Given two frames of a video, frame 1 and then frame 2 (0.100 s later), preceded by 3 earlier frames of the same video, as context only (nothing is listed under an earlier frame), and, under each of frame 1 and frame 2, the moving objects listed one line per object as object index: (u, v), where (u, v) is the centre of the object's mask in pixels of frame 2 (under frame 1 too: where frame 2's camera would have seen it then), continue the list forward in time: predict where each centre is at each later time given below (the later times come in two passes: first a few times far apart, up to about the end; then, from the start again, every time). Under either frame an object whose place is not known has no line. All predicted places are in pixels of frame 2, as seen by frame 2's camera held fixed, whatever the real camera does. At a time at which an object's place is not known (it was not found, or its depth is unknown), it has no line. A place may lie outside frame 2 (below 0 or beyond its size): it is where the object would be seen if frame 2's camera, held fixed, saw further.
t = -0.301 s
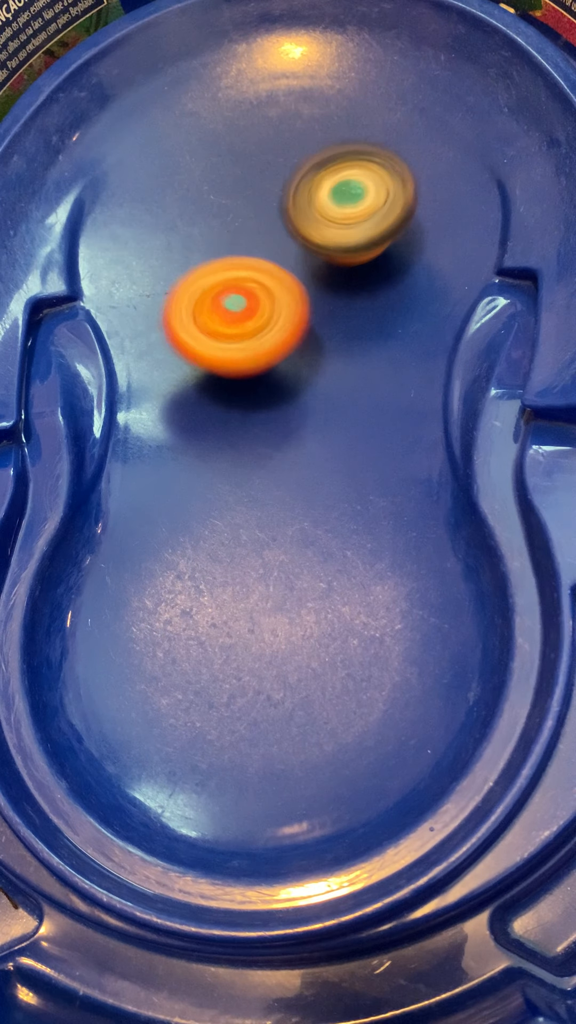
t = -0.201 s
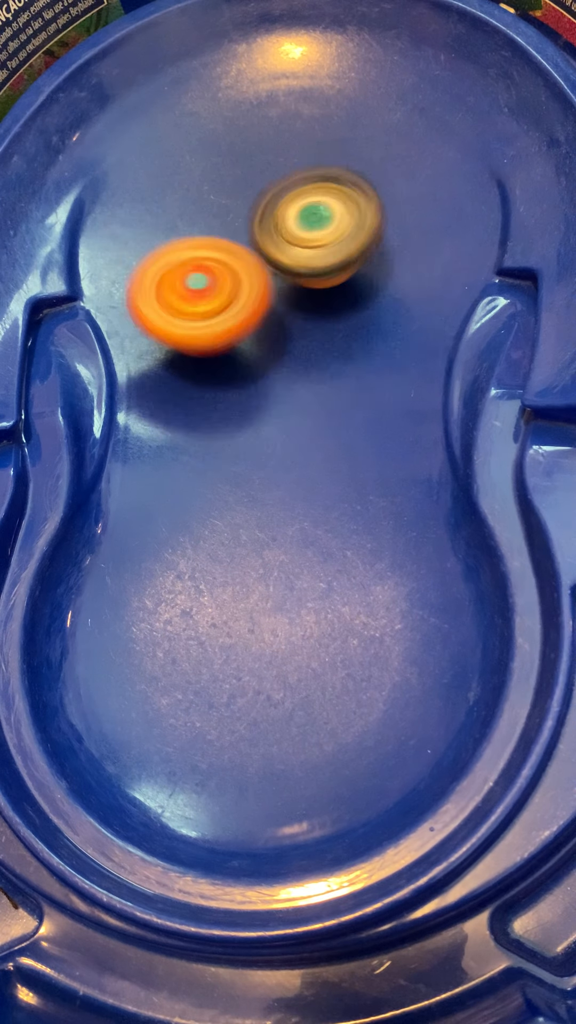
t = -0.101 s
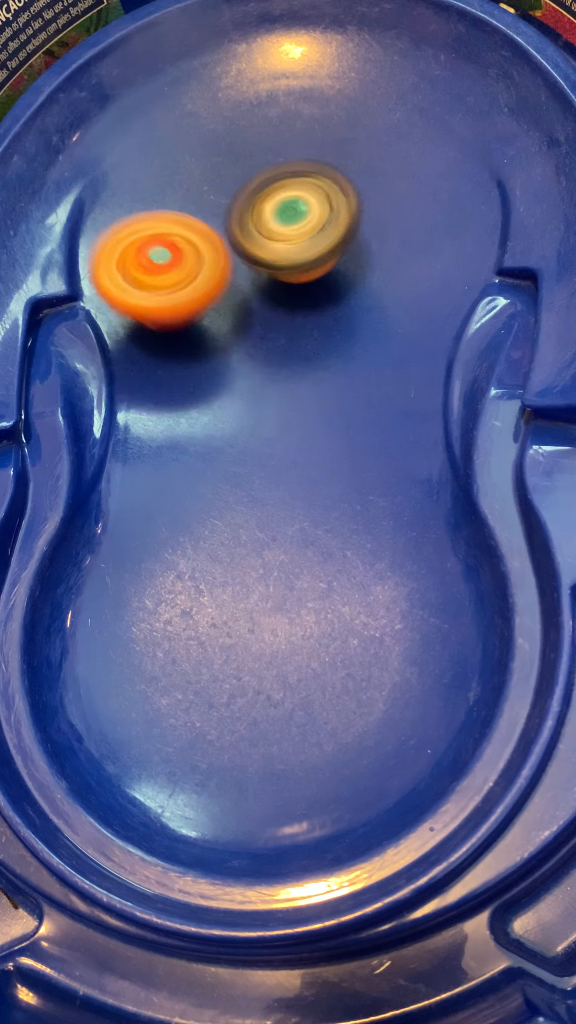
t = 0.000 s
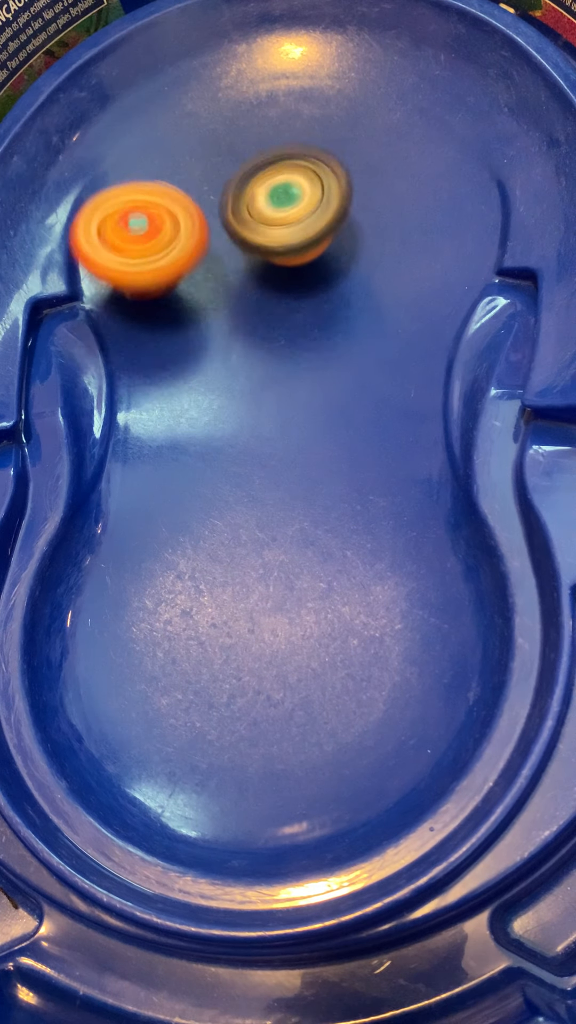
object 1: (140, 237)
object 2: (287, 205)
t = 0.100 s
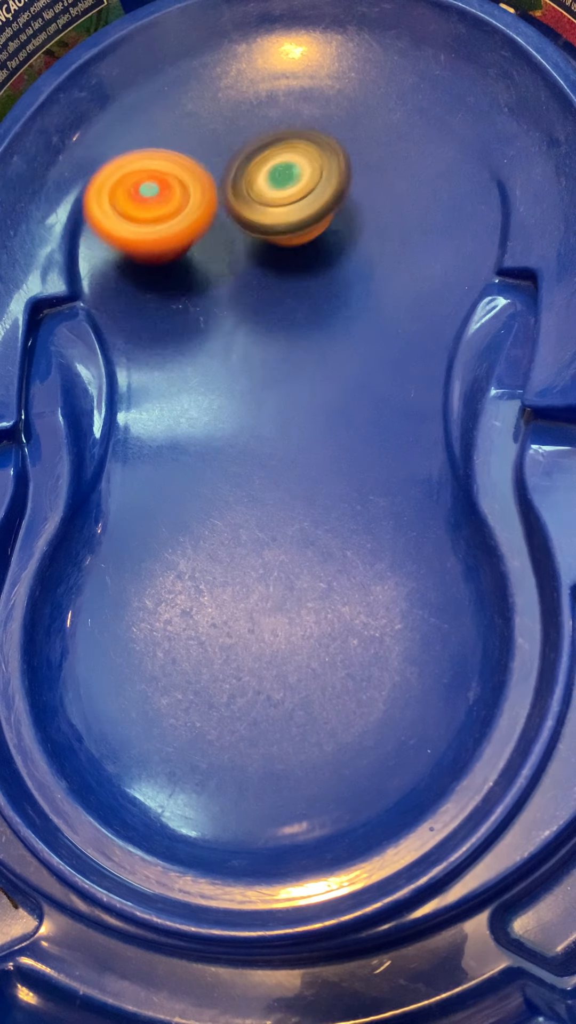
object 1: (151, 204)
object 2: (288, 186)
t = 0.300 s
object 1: (184, 171)
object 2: (354, 141)
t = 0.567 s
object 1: (270, 209)
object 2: (391, 146)
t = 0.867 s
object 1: (242, 326)
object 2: (428, 152)
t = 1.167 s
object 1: (309, 350)
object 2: (244, 200)
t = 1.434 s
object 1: (302, 321)
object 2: (123, 158)
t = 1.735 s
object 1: (317, 192)
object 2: (128, 160)
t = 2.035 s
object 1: (356, 105)
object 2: (231, 203)
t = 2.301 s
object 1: (305, 137)
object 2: (363, 263)
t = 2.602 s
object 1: (216, 227)
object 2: (353, 283)
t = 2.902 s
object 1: (168, 268)
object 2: (296, 194)
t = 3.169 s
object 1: (267, 237)
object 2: (256, 112)
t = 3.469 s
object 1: (375, 162)
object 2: (240, 138)
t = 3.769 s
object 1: (375, 139)
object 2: (216, 237)
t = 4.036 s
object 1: (268, 181)
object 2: (277, 295)
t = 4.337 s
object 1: (169, 212)
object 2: (353, 333)
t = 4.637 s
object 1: (118, 198)
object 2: (364, 275)
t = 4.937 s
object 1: (163, 133)
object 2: (361, 186)
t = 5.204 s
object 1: (145, 174)
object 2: (369, 119)
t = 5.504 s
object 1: (264, 271)
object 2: (297, 167)
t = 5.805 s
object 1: (374, 223)
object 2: (258, 219)
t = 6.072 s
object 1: (295, 83)
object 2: (258, 258)
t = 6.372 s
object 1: (227, 104)
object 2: (287, 211)
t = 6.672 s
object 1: (163, 215)
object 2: (277, 181)
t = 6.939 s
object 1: (160, 268)
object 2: (308, 182)
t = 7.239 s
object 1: (221, 311)
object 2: (302, 210)
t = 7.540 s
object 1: (274, 338)
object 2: (281, 229)
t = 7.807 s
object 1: (293, 329)
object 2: (261, 223)
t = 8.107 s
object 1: (320, 314)
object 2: (261, 202)
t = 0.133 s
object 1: (150, 196)
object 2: (297, 178)
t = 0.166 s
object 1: (150, 190)
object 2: (310, 167)
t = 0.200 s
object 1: (153, 184)
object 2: (323, 157)
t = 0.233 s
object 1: (160, 178)
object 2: (335, 150)
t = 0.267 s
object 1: (170, 174)
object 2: (345, 145)
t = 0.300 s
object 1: (184, 171)
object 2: (354, 141)
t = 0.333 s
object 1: (198, 170)
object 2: (361, 139)
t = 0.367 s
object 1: (214, 170)
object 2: (365, 139)
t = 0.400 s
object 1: (231, 172)
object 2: (367, 139)
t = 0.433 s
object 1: (240, 178)
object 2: (374, 140)
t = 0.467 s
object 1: (248, 185)
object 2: (383, 138)
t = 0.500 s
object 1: (257, 193)
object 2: (389, 139)
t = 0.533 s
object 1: (264, 201)
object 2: (391, 142)
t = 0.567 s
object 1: (270, 209)
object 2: (391, 146)
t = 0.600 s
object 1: (268, 224)
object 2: (396, 157)
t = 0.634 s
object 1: (258, 248)
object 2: (412, 138)
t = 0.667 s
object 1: (252, 266)
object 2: (424, 127)
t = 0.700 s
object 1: (248, 278)
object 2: (434, 116)
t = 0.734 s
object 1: (245, 289)
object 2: (441, 120)
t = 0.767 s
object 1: (242, 301)
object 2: (442, 122)
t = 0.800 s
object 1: (240, 311)
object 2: (441, 131)
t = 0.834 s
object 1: (240, 319)
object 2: (436, 142)
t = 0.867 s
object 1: (242, 326)
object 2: (428, 152)
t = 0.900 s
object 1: (246, 332)
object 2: (412, 163)
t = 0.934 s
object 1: (251, 337)
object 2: (395, 172)
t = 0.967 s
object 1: (257, 342)
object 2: (376, 177)
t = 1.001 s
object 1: (265, 344)
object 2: (358, 185)
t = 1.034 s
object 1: (273, 347)
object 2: (334, 190)
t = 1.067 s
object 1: (283, 348)
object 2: (309, 193)
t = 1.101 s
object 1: (292, 349)
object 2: (288, 198)
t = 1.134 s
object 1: (301, 350)
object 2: (266, 200)
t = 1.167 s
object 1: (309, 350)
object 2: (244, 200)
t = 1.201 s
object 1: (315, 350)
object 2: (219, 200)
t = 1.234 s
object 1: (320, 349)
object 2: (200, 197)
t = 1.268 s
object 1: (323, 349)
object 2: (180, 195)
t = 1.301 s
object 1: (323, 347)
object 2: (165, 189)
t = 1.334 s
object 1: (320, 344)
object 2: (147, 183)
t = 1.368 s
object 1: (316, 338)
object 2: (134, 163)
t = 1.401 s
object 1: (309, 331)
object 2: (130, 172)
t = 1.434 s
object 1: (302, 321)
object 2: (123, 158)
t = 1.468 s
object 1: (293, 311)
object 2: (123, 157)
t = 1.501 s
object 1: (284, 299)
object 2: (127, 158)
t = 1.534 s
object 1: (274, 286)
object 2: (135, 160)
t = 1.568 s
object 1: (265, 269)
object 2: (145, 164)
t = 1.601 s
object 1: (256, 251)
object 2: (154, 170)
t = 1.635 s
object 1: (265, 235)
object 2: (148, 171)
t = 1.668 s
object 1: (293, 219)
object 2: (134, 164)
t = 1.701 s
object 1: (307, 206)
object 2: (129, 162)
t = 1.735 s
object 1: (317, 192)
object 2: (128, 160)
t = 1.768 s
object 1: (325, 179)
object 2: (132, 159)
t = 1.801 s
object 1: (333, 167)
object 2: (139, 161)
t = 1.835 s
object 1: (339, 155)
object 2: (148, 163)
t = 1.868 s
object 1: (345, 144)
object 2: (158, 166)
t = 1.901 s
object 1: (349, 133)
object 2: (171, 171)
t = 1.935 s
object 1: (353, 124)
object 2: (184, 179)
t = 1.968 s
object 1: (355, 116)
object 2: (198, 186)
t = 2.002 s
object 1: (356, 109)
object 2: (215, 194)
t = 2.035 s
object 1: (356, 105)
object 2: (231, 203)
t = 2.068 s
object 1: (354, 103)
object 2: (248, 211)
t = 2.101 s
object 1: (350, 102)
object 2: (266, 219)
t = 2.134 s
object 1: (347, 103)
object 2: (285, 227)
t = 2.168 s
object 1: (340, 108)
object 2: (300, 235)
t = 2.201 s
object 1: (332, 113)
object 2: (319, 242)
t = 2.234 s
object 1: (324, 119)
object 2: (334, 250)
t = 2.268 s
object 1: (316, 128)
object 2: (348, 257)
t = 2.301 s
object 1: (305, 137)
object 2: (363, 263)
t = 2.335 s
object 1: (295, 146)
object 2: (374, 269)
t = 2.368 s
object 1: (285, 155)
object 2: (380, 271)
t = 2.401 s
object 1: (273, 166)
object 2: (386, 277)
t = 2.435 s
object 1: (263, 178)
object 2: (388, 282)
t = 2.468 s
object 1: (252, 186)
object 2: (386, 285)
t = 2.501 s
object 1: (243, 198)
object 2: (382, 286)
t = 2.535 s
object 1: (234, 208)
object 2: (374, 288)
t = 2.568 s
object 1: (224, 217)
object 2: (362, 286)
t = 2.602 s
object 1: (216, 227)
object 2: (353, 283)
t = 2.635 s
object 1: (209, 237)
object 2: (342, 279)
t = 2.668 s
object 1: (200, 245)
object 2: (331, 271)
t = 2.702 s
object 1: (188, 250)
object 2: (329, 260)
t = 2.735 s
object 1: (180, 257)
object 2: (324, 251)
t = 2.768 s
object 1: (172, 261)
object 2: (318, 240)
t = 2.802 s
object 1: (168, 264)
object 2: (314, 229)
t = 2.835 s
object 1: (166, 267)
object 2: (307, 217)
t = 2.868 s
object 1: (166, 268)
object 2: (302, 205)
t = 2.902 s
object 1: (168, 268)
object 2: (296, 194)
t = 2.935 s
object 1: (176, 267)
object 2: (289, 181)
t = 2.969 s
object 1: (185, 265)
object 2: (284, 169)
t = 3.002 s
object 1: (196, 262)
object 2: (279, 158)
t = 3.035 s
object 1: (208, 259)
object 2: (273, 145)
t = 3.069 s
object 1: (223, 255)
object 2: (267, 134)
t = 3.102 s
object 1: (236, 250)
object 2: (262, 126)
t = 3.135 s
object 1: (250, 245)
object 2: (259, 118)
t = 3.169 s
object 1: (267, 237)
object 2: (256, 112)
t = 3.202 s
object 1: (281, 230)
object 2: (251, 107)
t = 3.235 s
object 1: (295, 223)
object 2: (249, 103)
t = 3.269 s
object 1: (310, 214)
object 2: (248, 104)
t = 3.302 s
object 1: (321, 206)
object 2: (248, 105)
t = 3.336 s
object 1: (333, 197)
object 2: (249, 109)
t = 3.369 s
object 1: (345, 187)
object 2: (248, 114)
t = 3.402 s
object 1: (352, 179)
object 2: (248, 121)
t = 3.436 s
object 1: (362, 171)
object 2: (247, 129)
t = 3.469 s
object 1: (375, 162)
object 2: (240, 138)
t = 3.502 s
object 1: (383, 156)
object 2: (234, 149)
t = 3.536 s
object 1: (390, 150)
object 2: (230, 159)
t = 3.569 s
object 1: (395, 144)
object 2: (226, 168)
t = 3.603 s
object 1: (398, 140)
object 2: (222, 181)
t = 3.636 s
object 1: (398, 137)
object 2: (218, 193)
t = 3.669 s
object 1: (395, 136)
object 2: (217, 203)
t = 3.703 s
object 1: (390, 136)
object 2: (215, 215)
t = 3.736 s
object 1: (385, 137)
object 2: (216, 225)
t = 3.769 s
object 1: (375, 139)
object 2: (216, 237)
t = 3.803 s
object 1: (365, 144)
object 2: (217, 244)
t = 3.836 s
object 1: (354, 149)
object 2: (223, 254)
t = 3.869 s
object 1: (342, 154)
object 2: (226, 261)
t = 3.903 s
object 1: (328, 160)
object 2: (235, 270)
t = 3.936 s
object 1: (315, 167)
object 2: (243, 277)
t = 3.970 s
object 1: (300, 173)
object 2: (252, 280)
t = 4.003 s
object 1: (286, 178)
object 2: (264, 286)
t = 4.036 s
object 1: (268, 181)
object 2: (277, 295)
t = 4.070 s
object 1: (252, 184)
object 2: (292, 302)
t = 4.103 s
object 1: (239, 187)
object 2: (302, 310)
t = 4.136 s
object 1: (224, 191)
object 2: (315, 316)
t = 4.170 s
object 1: (211, 194)
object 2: (327, 321)
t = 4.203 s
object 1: (199, 198)
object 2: (337, 324)
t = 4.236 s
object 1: (189, 201)
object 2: (345, 328)
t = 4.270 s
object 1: (181, 204)
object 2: (351, 330)
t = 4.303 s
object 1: (174, 209)
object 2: (354, 332)
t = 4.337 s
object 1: (169, 212)
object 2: (353, 333)
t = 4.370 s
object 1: (166, 217)
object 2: (349, 332)
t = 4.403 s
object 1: (165, 220)
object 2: (342, 332)
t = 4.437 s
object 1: (169, 224)
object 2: (336, 327)
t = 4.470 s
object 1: (173, 228)
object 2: (326, 322)
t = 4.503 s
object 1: (180, 230)
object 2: (315, 314)
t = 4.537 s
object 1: (190, 233)
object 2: (302, 304)
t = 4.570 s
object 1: (176, 227)
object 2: (308, 293)
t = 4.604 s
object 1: (144, 214)
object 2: (338, 285)
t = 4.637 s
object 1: (118, 198)
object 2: (364, 275)
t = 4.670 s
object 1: (107, 188)
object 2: (375, 265)
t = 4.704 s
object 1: (100, 172)
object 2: (382, 257)
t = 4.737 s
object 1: (94, 161)
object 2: (388, 248)
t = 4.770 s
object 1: (96, 150)
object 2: (392, 238)
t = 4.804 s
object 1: (105, 142)
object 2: (389, 227)
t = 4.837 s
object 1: (117, 135)
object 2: (386, 217)
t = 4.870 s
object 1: (127, 132)
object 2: (382, 207)
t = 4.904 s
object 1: (144, 132)
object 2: (371, 197)
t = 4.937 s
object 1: (163, 133)
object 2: (361, 186)
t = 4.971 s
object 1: (186, 135)
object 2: (349, 176)
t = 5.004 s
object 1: (208, 138)
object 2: (332, 166)
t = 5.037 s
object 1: (189, 146)
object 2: (345, 152)
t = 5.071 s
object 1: (176, 150)
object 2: (363, 140)
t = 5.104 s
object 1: (157, 156)
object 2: (378, 141)
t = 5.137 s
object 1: (152, 166)
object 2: (380, 130)
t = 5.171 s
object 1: (151, 170)
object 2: (372, 118)
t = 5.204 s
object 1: (145, 174)
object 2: (369, 119)
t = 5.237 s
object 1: (146, 184)
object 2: (368, 118)
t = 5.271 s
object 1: (152, 194)
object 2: (363, 116)
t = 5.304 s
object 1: (159, 203)
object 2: (355, 121)
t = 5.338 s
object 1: (171, 214)
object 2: (343, 131)
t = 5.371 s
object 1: (185, 224)
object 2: (335, 139)
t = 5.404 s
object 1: (203, 234)
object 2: (328, 152)
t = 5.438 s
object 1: (223, 241)
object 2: (321, 162)
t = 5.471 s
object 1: (241, 259)
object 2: (311, 165)
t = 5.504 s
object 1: (264, 271)
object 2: (297, 167)
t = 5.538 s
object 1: (289, 279)
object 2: (288, 173)
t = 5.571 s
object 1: (313, 291)
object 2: (282, 180)
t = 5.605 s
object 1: (336, 288)
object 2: (280, 184)
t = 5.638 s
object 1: (353, 279)
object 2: (278, 190)
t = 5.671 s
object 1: (368, 267)
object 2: (272, 193)
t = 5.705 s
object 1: (377, 258)
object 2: (267, 198)
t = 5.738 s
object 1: (380, 250)
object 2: (263, 205)
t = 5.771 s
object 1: (375, 237)
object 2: (264, 212)
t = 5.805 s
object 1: (374, 223)
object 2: (258, 219)
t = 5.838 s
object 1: (373, 207)
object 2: (251, 227)
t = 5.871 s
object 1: (367, 191)
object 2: (247, 235)
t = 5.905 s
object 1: (359, 169)
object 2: (248, 242)
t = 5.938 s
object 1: (347, 150)
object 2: (246, 247)
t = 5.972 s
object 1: (335, 132)
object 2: (245, 251)
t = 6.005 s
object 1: (324, 113)
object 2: (246, 254)
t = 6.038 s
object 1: (308, 97)
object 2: (251, 257)
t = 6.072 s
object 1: (295, 83)
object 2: (258, 258)
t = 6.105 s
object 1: (282, 71)
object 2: (267, 257)
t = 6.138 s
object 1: (271, 64)
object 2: (273, 251)
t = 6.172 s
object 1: (260, 63)
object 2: (277, 249)
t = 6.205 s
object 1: (251, 64)
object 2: (280, 246)
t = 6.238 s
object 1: (245, 69)
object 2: (285, 240)
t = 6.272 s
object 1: (240, 76)
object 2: (290, 235)
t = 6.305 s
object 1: (236, 84)
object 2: (292, 228)
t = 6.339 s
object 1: (232, 93)
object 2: (290, 216)
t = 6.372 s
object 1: (227, 104)
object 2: (287, 211)
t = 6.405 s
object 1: (220, 113)
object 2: (281, 209)
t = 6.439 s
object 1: (211, 124)
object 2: (294, 215)
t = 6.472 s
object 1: (201, 135)
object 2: (289, 214)
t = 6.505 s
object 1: (188, 150)
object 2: (267, 190)
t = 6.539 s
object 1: (177, 171)
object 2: (266, 185)
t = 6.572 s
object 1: (174, 187)
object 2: (269, 183)
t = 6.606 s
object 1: (171, 199)
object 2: (271, 181)
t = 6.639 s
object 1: (168, 207)
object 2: (276, 178)
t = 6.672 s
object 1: (163, 215)
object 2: (277, 181)
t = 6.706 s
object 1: (158, 223)
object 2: (279, 181)
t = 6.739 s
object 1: (153, 230)
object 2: (282, 178)
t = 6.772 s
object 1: (152, 237)
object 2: (287, 182)
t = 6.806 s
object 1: (152, 244)
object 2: (296, 182)
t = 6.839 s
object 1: (154, 251)
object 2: (303, 182)
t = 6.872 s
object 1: (155, 257)
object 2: (309, 183)
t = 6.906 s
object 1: (157, 263)
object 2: (310, 186)
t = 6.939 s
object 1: (160, 268)
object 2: (308, 182)
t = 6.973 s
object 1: (163, 274)
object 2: (307, 187)
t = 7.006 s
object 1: (168, 280)
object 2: (308, 191)
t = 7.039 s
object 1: (175, 285)
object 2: (313, 193)
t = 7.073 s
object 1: (181, 290)
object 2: (317, 196)
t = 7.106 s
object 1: (188, 294)
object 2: (319, 197)
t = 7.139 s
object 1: (196, 298)
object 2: (317, 199)
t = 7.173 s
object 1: (204, 302)
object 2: (313, 202)
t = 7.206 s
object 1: (212, 307)
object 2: (309, 206)
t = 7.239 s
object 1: (221, 311)
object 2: (302, 210)
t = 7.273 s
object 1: (231, 314)
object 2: (302, 215)
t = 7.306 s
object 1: (240, 318)
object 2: (303, 218)
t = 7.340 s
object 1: (249, 321)
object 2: (306, 222)
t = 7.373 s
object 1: (256, 324)
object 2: (304, 223)
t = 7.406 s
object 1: (263, 327)
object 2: (299, 225)
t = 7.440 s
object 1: (267, 331)
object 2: (292, 226)
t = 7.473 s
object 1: (270, 334)
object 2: (288, 229)
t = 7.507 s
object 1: (273, 337)
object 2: (283, 228)
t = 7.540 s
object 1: (274, 338)
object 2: (281, 229)
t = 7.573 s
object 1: (275, 339)
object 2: (277, 228)
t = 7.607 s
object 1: (276, 338)
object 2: (275, 228)
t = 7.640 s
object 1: (277, 337)
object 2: (272, 227)
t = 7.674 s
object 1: (278, 336)
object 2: (270, 227)
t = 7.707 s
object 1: (280, 335)
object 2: (268, 225)
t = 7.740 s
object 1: (284, 333)
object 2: (265, 225)
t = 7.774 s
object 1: (288, 331)
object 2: (264, 224)
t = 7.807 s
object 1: (293, 329)
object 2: (261, 223)
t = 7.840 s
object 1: (298, 327)
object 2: (259, 222)
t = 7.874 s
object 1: (304, 324)
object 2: (259, 222)
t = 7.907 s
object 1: (310, 322)
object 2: (260, 220)
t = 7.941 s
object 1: (315, 320)
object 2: (262, 218)
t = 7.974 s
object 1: (319, 318)
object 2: (263, 213)
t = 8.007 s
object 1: (321, 317)
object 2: (264, 211)
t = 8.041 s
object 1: (322, 315)
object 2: (263, 208)
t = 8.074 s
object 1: (322, 314)
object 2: (264, 205)
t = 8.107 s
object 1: (320, 314)
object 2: (261, 202)
